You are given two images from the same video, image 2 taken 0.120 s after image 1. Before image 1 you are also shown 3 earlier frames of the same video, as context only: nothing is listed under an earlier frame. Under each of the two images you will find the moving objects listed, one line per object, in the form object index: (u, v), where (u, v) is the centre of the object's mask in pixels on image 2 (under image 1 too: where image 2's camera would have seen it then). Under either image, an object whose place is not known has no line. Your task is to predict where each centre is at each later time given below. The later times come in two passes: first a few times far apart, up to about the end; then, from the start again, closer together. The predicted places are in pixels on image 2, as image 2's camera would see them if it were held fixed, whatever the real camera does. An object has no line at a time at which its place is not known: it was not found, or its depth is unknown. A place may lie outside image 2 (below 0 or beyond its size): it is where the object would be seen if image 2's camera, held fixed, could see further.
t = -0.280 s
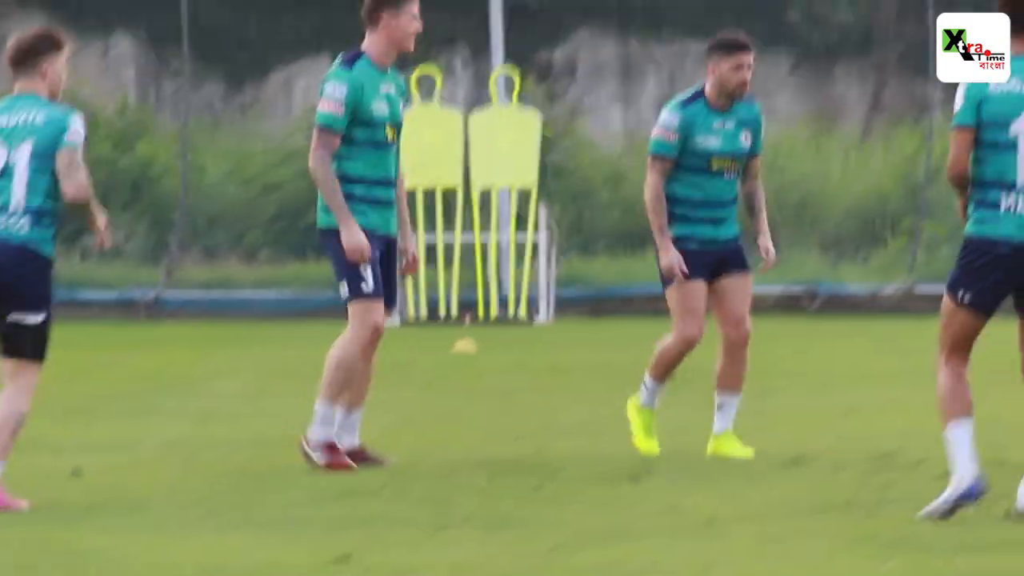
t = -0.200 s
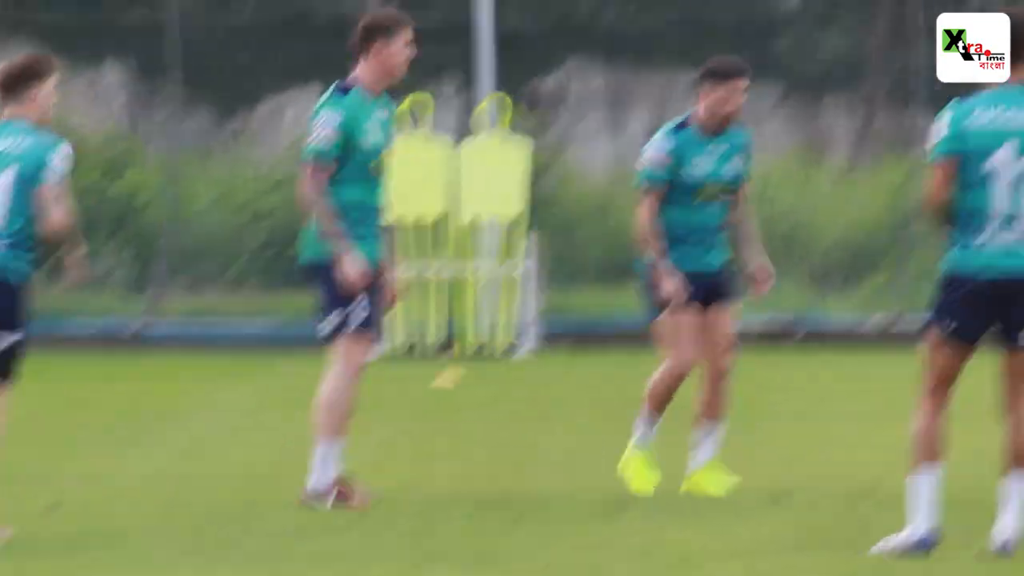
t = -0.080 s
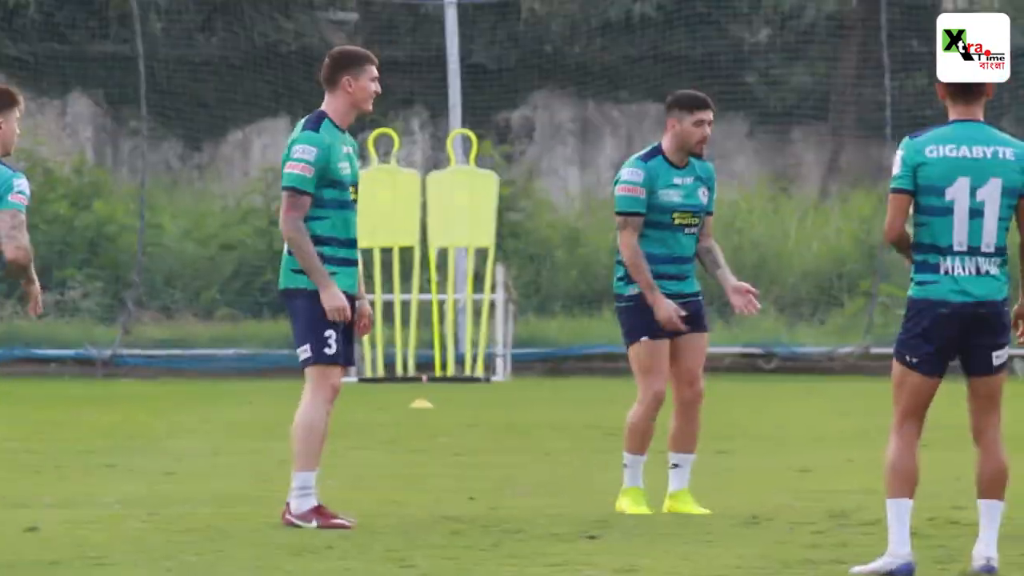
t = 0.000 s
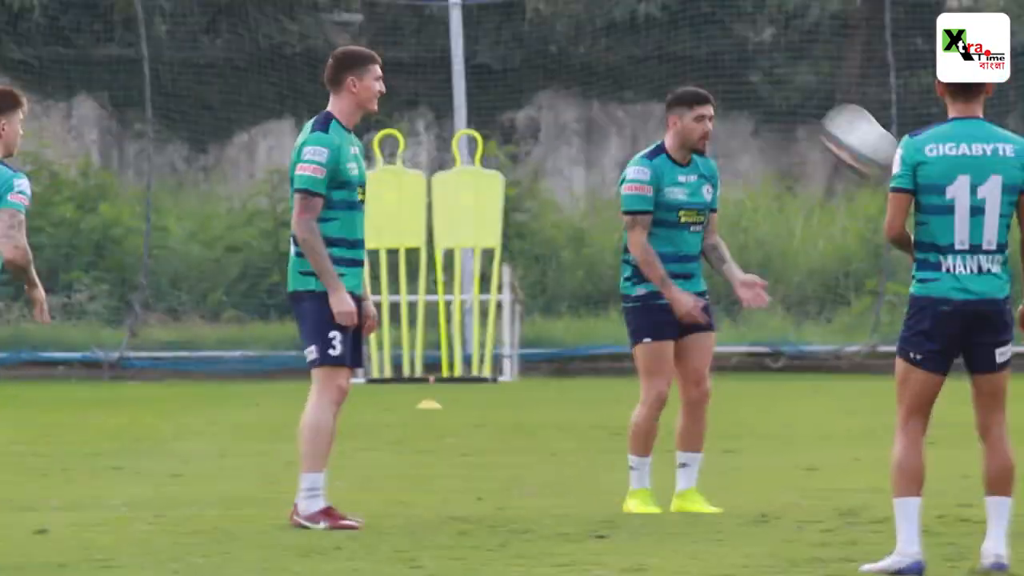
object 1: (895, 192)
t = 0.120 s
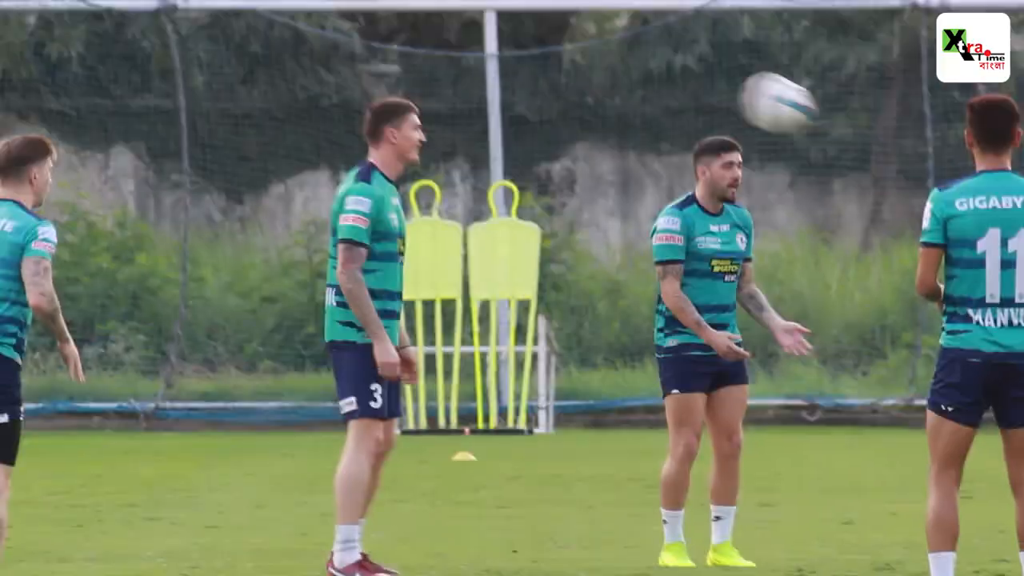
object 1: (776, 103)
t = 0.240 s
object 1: (660, 53)
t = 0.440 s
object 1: (470, 44)
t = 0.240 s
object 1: (660, 53)
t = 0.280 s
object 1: (623, 44)
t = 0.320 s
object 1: (585, 38)
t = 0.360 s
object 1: (546, 37)
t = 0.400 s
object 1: (507, 39)
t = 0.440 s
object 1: (470, 44)
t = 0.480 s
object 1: (433, 52)
